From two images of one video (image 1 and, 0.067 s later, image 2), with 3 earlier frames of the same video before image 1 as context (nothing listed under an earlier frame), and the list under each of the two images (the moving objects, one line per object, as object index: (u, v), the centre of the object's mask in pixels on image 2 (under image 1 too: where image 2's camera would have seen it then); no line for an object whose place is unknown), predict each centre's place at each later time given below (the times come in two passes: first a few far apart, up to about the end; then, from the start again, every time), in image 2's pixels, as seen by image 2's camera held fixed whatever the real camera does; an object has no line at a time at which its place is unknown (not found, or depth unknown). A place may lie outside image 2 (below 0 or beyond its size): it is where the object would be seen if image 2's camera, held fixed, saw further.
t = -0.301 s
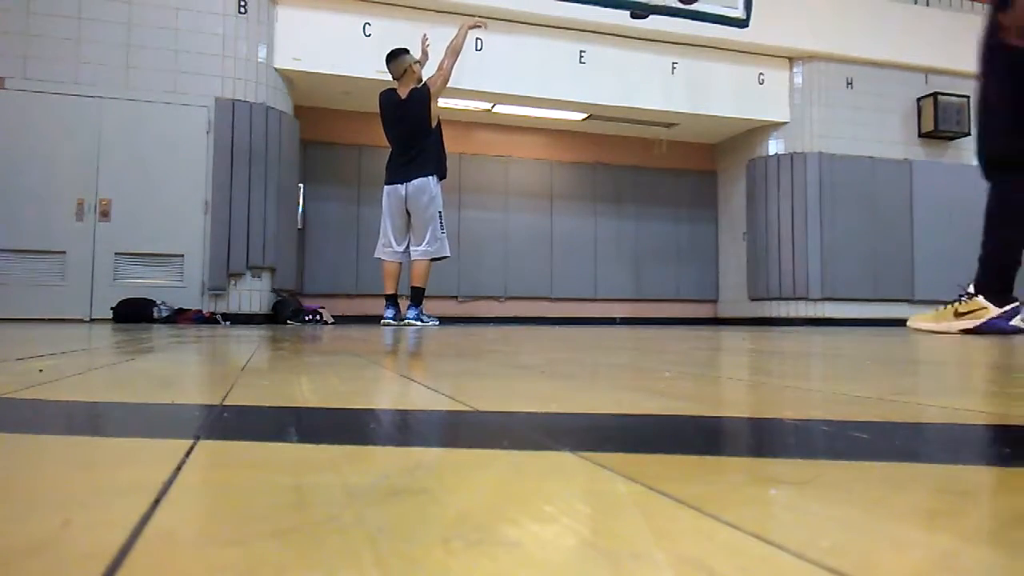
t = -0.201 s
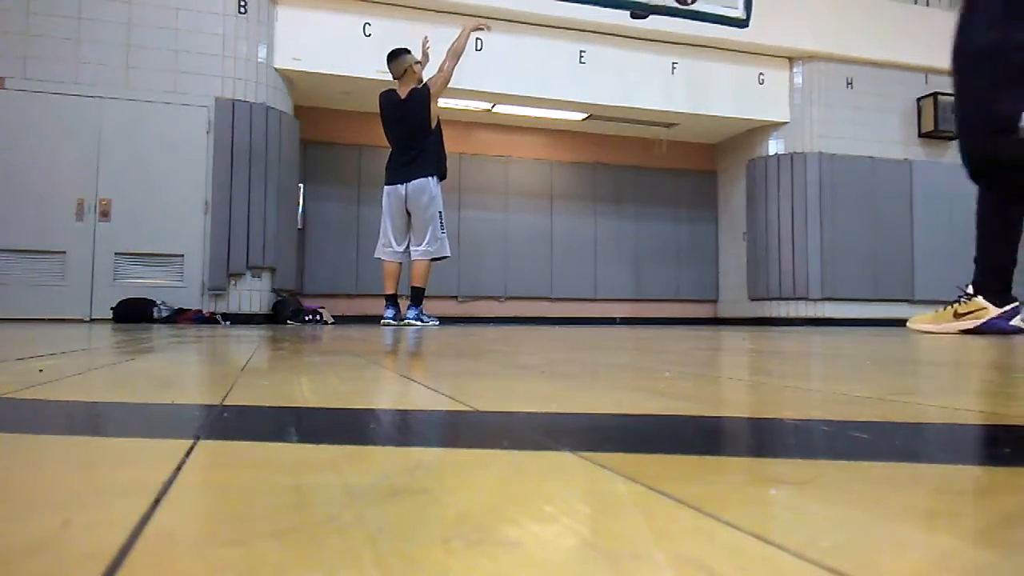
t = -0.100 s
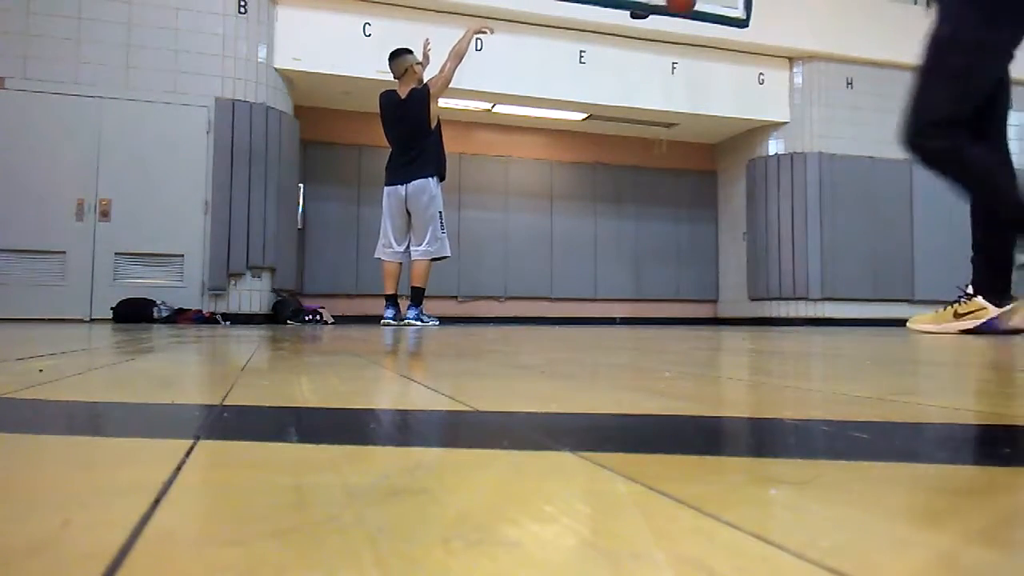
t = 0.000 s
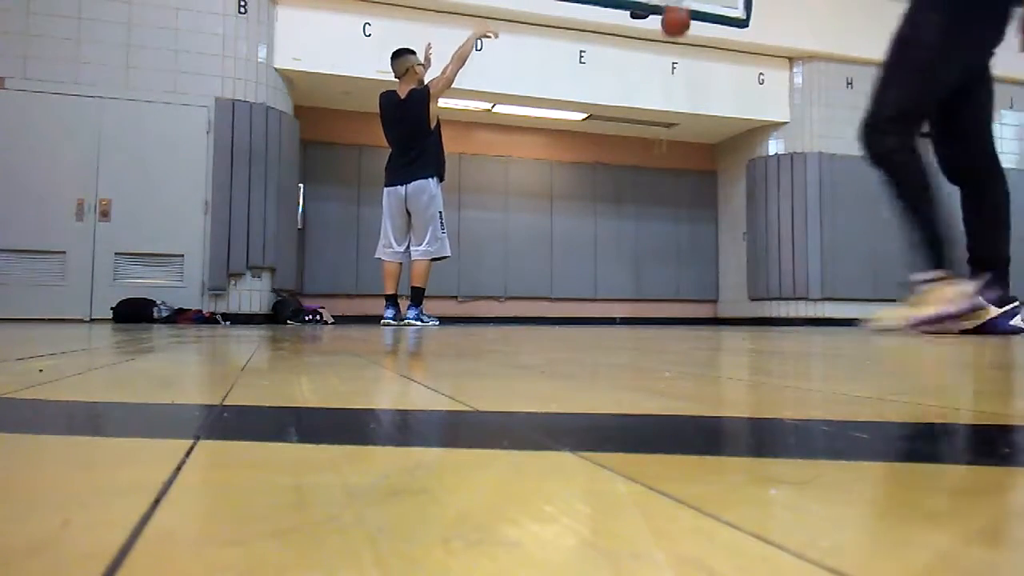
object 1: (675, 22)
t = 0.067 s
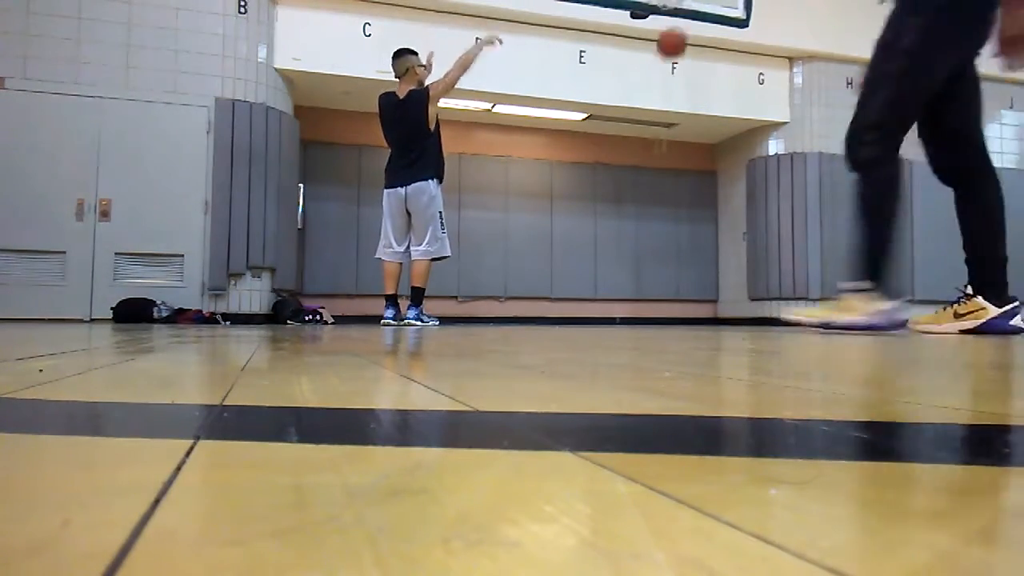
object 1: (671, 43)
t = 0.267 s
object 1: (659, 145)
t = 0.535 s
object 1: (644, 278)
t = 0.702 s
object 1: (631, 188)
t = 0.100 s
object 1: (669, 56)
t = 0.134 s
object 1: (667, 72)
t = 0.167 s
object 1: (666, 86)
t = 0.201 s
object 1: (664, 103)
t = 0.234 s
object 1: (662, 124)
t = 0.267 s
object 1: (659, 145)
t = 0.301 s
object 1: (654, 163)
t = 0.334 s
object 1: (653, 185)
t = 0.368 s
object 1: (653, 212)
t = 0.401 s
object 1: (652, 241)
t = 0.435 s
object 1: (651, 273)
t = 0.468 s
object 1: (649, 301)
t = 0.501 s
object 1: (648, 302)
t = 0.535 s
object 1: (644, 278)
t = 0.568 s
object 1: (641, 257)
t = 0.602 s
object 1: (639, 240)
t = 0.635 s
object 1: (636, 220)
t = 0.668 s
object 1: (634, 205)
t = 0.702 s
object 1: (631, 188)
